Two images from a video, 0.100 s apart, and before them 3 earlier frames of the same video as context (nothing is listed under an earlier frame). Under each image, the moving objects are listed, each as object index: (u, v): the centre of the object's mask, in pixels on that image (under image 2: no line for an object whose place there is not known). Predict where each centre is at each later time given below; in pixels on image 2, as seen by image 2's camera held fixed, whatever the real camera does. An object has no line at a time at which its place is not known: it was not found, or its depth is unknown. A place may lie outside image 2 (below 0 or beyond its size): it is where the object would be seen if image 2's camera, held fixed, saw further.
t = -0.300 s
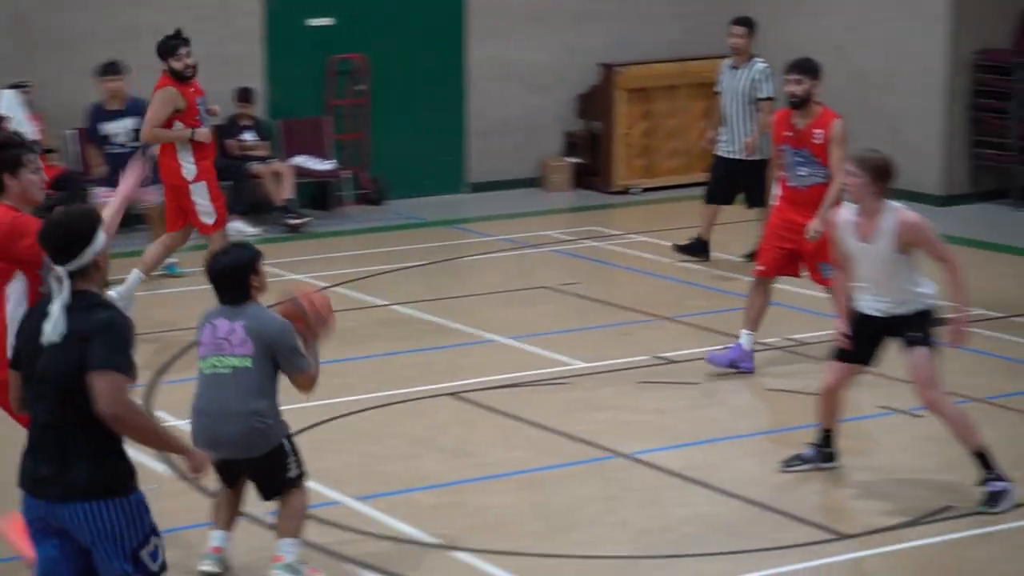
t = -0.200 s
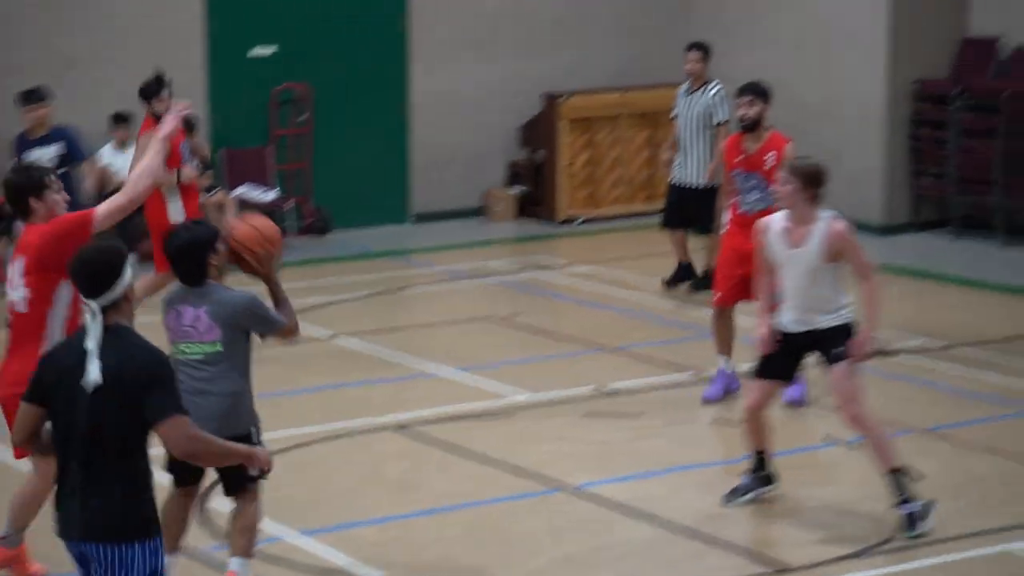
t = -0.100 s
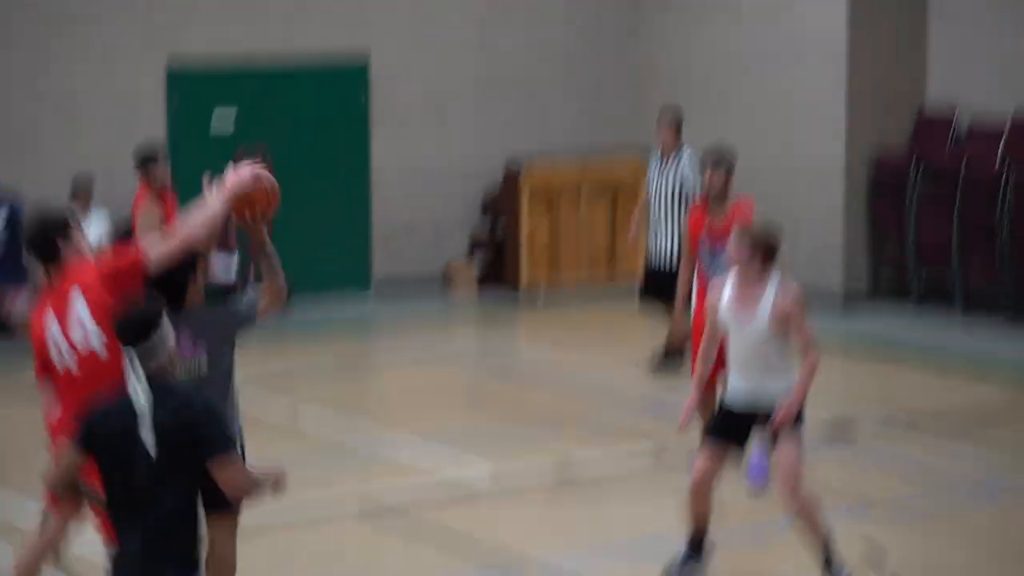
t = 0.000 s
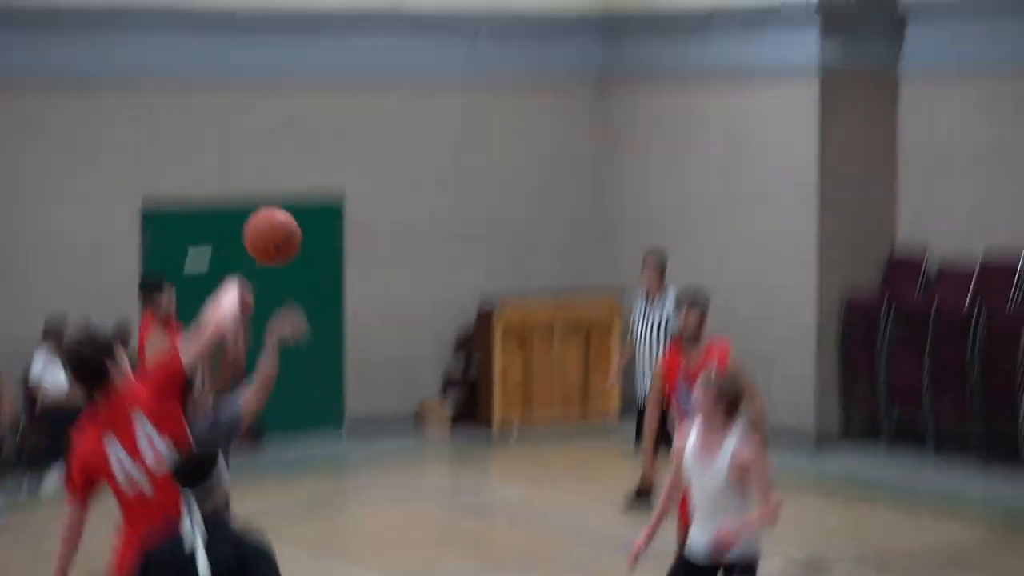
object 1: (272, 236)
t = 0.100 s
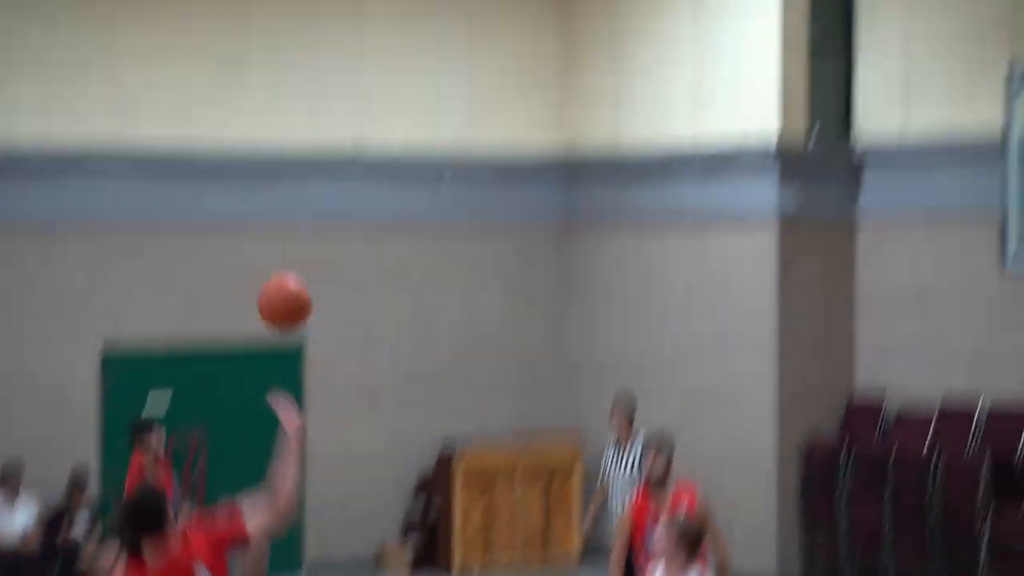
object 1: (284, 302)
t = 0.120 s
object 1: (294, 290)
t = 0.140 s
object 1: (304, 278)
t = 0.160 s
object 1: (312, 268)
